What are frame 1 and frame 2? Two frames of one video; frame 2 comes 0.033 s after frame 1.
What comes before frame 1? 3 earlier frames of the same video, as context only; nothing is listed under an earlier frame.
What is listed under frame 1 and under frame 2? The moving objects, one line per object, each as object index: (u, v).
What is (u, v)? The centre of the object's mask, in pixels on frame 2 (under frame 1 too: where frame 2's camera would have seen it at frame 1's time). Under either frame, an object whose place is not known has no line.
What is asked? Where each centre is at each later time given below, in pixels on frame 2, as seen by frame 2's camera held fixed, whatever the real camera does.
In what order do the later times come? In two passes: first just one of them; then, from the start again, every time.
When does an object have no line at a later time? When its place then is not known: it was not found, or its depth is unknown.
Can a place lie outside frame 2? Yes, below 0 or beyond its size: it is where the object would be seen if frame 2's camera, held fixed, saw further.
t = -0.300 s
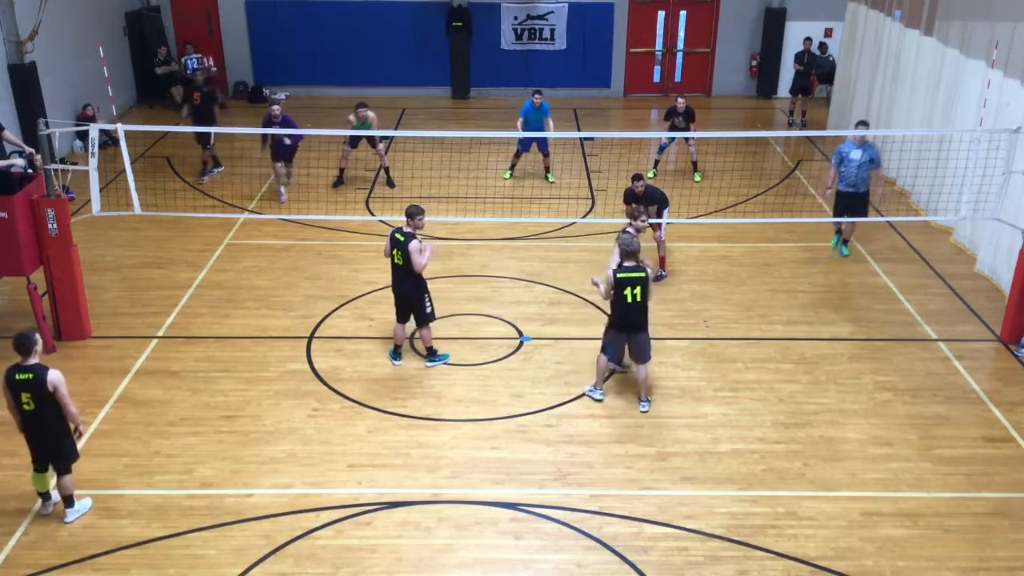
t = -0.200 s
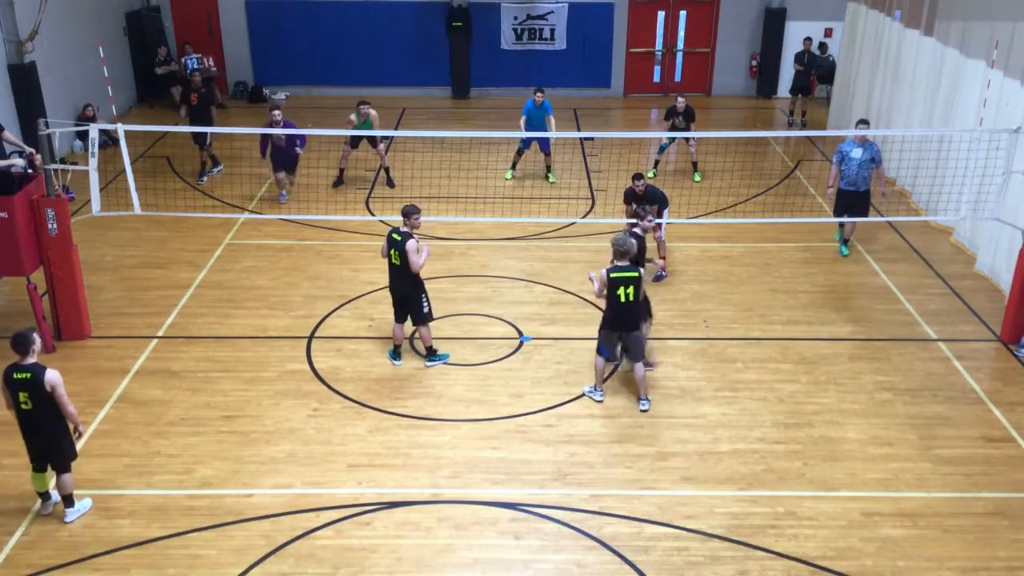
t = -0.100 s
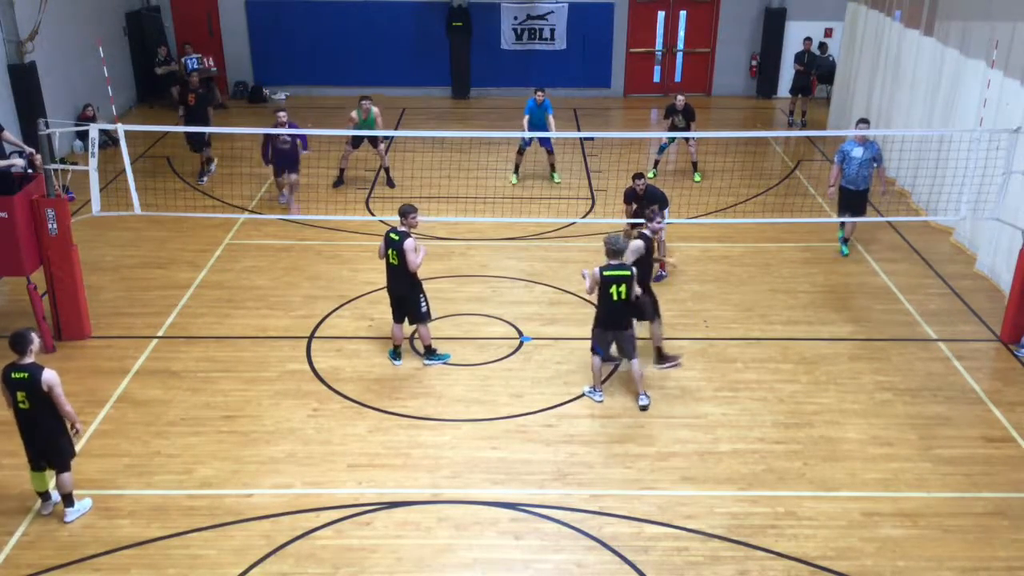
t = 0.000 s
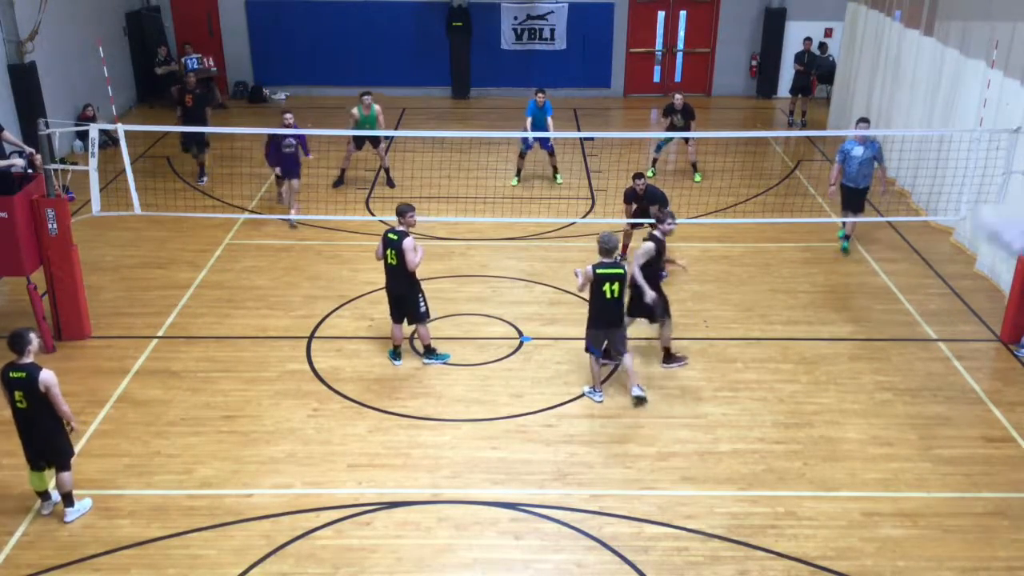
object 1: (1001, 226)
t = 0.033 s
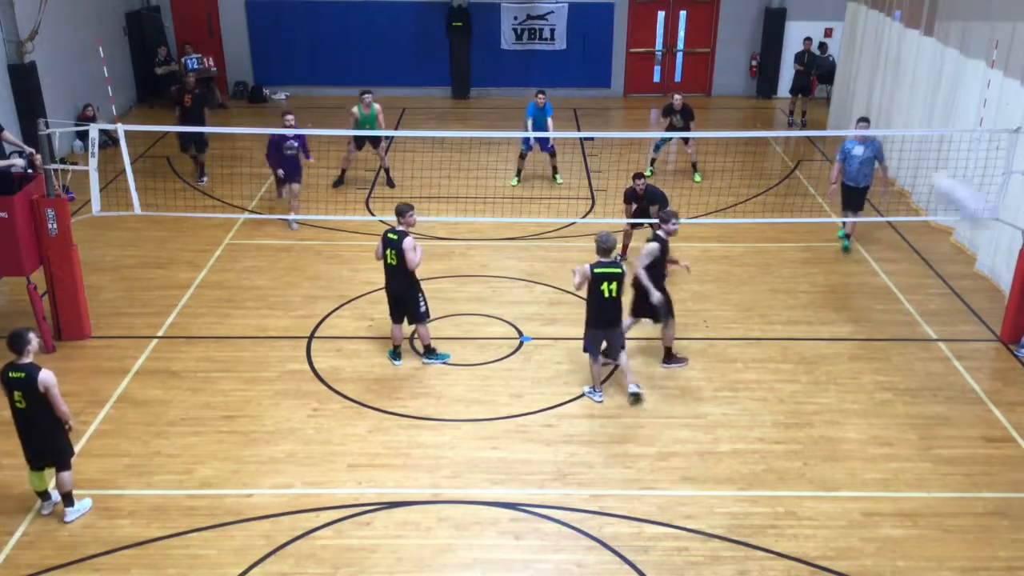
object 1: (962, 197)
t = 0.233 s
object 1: (759, 85)
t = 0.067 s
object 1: (914, 168)
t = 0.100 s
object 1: (877, 141)
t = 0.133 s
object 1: (840, 122)
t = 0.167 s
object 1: (811, 108)
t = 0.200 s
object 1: (785, 96)
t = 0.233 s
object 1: (759, 85)
